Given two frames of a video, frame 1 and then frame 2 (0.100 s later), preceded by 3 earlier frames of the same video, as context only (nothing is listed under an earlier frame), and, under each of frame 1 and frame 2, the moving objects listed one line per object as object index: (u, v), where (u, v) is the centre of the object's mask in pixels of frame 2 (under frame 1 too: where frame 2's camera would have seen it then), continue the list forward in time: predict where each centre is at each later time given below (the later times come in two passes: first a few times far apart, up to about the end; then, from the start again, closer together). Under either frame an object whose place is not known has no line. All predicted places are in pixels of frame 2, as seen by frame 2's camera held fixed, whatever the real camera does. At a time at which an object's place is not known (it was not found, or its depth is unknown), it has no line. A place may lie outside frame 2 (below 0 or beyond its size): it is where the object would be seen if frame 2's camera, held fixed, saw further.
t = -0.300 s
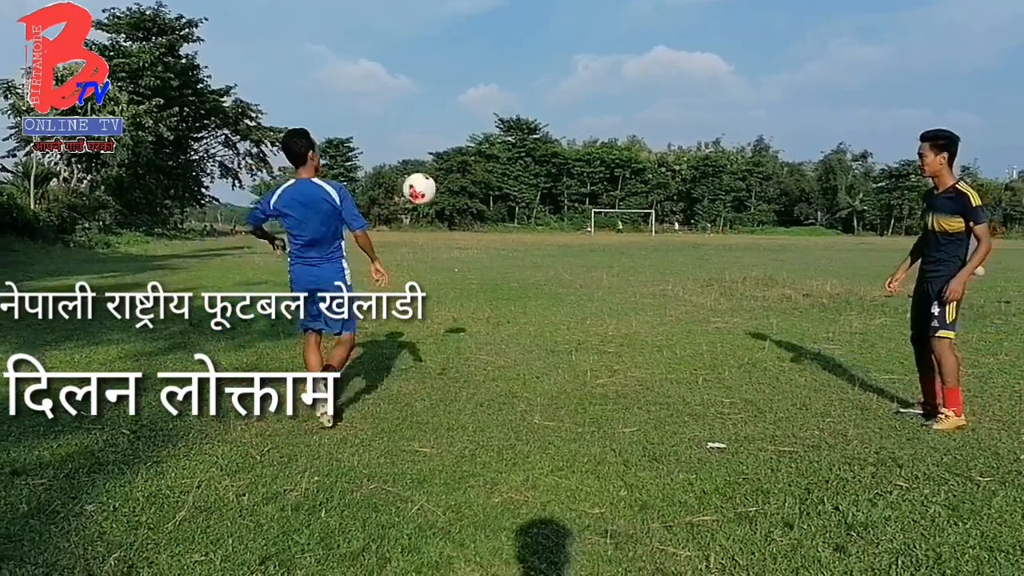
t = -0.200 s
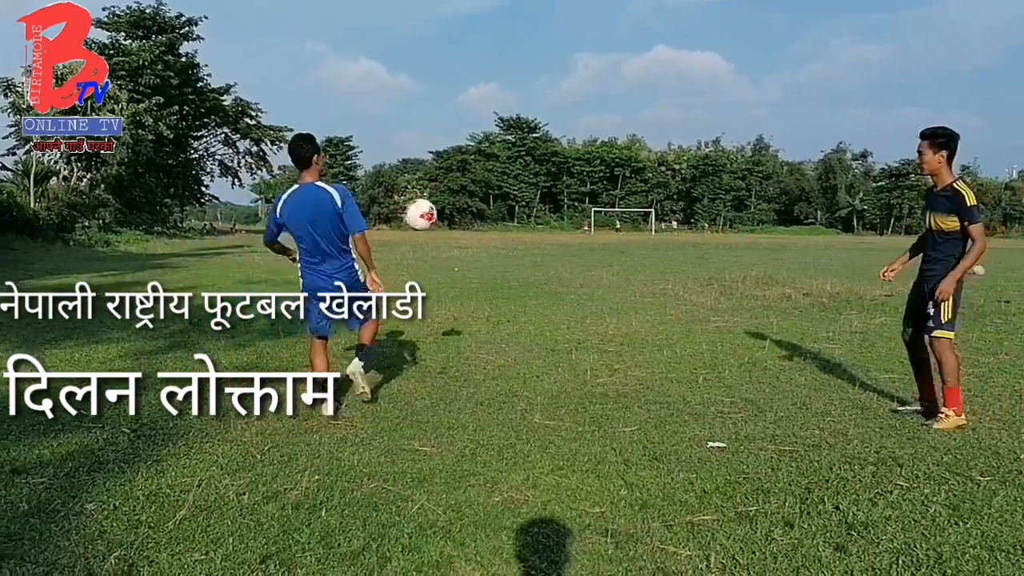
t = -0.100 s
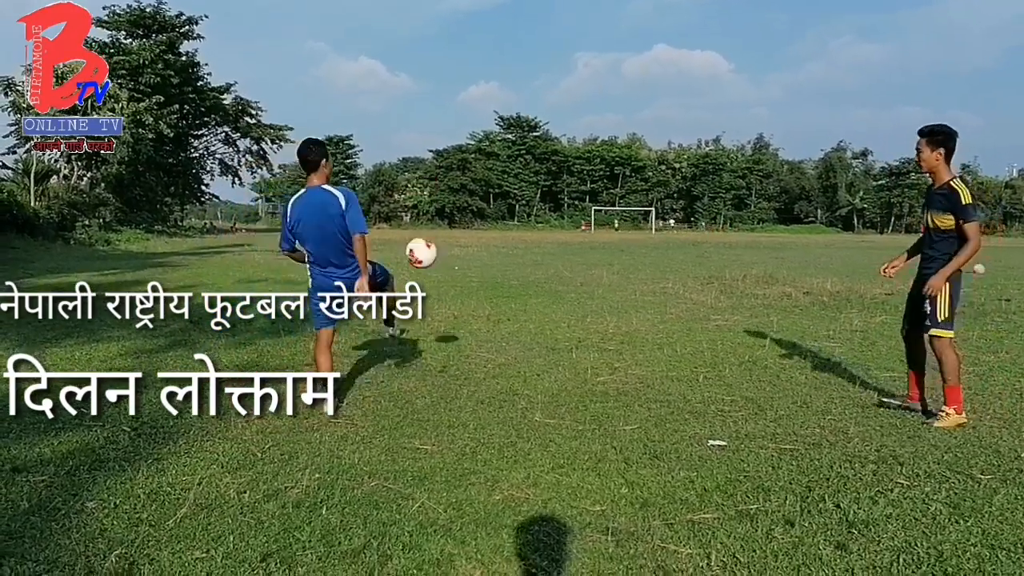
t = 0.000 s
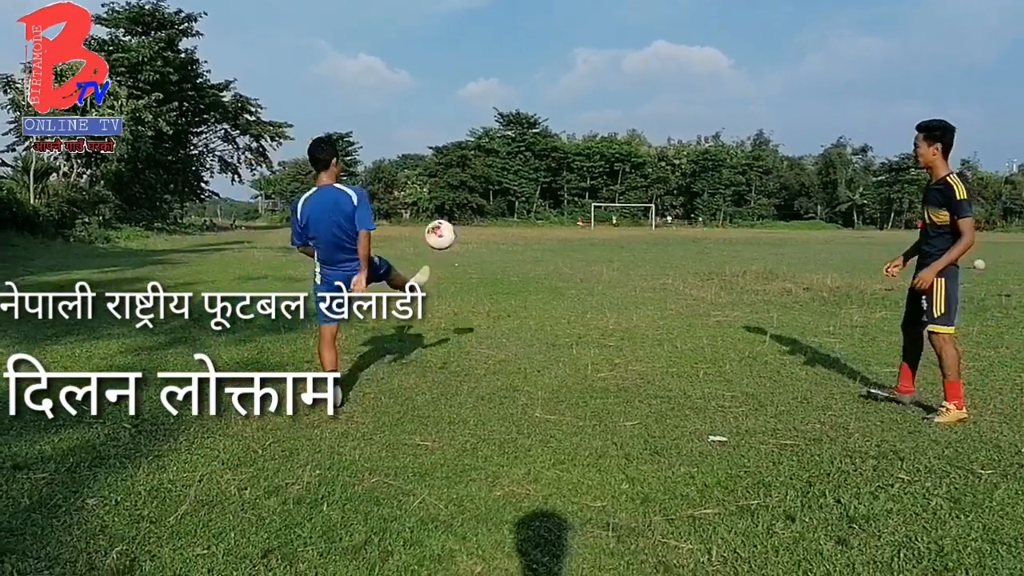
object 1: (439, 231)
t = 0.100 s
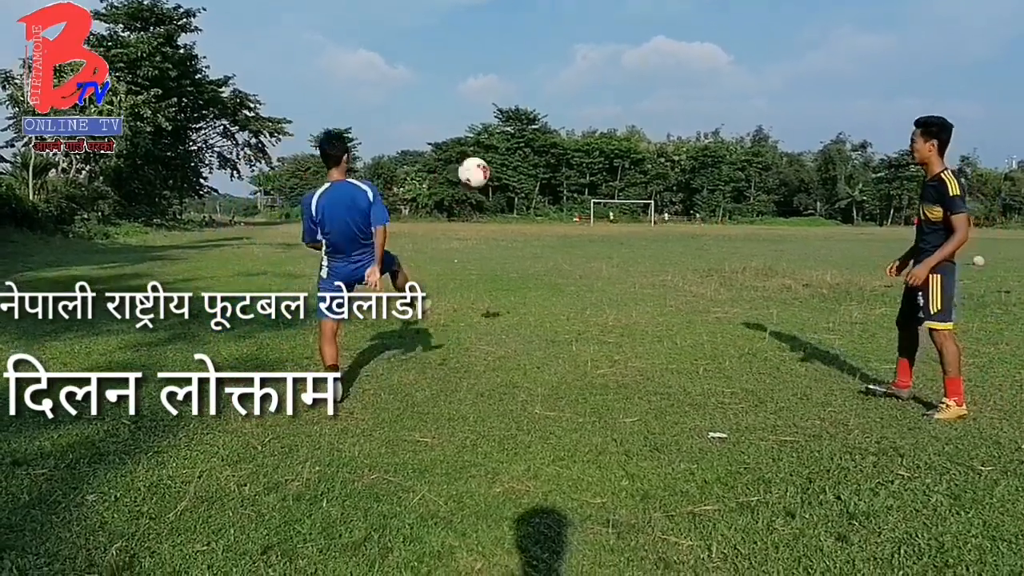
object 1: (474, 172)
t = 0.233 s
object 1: (520, 114)
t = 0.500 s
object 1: (611, 74)
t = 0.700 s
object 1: (677, 107)
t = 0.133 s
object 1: (485, 155)
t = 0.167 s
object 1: (498, 140)
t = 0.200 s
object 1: (509, 126)
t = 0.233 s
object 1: (520, 114)
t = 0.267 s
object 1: (532, 103)
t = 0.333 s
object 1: (554, 87)
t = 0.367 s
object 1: (565, 82)
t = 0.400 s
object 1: (576, 77)
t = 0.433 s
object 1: (588, 75)
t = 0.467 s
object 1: (599, 74)
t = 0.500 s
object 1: (611, 74)
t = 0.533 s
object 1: (622, 76)
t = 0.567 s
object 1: (633, 79)
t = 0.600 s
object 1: (644, 84)
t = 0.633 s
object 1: (655, 90)
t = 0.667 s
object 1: (666, 98)
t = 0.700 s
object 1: (677, 107)
